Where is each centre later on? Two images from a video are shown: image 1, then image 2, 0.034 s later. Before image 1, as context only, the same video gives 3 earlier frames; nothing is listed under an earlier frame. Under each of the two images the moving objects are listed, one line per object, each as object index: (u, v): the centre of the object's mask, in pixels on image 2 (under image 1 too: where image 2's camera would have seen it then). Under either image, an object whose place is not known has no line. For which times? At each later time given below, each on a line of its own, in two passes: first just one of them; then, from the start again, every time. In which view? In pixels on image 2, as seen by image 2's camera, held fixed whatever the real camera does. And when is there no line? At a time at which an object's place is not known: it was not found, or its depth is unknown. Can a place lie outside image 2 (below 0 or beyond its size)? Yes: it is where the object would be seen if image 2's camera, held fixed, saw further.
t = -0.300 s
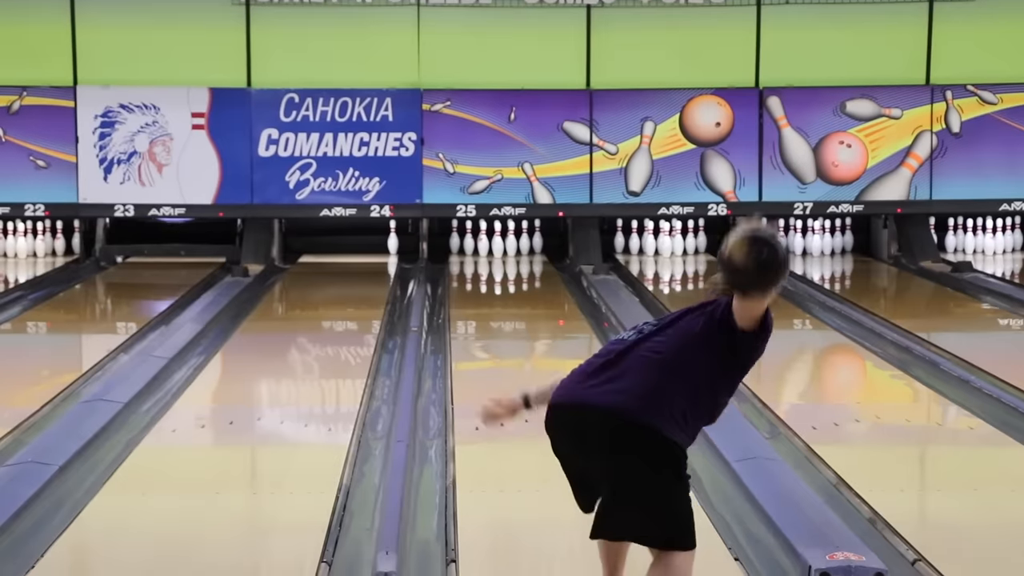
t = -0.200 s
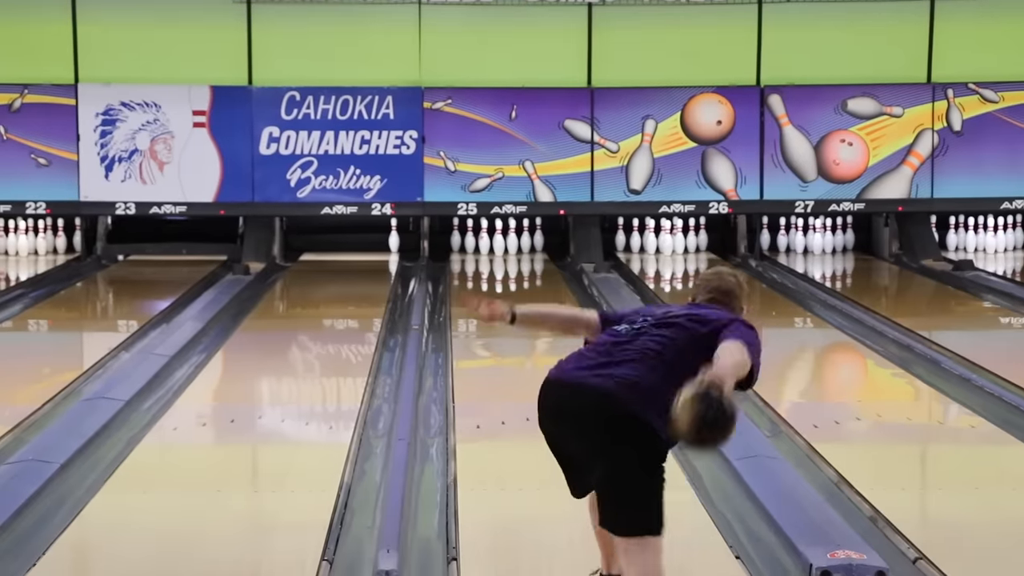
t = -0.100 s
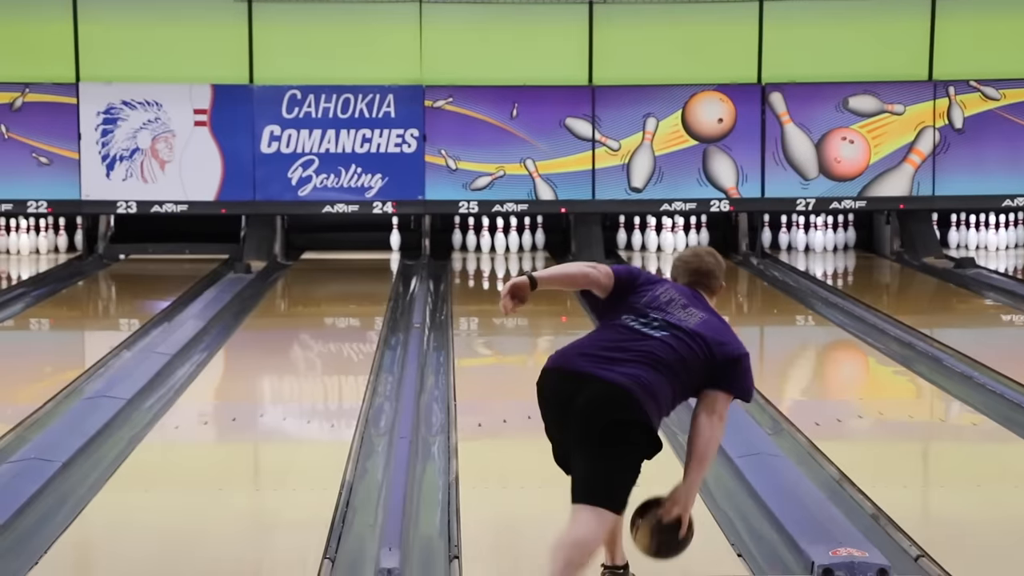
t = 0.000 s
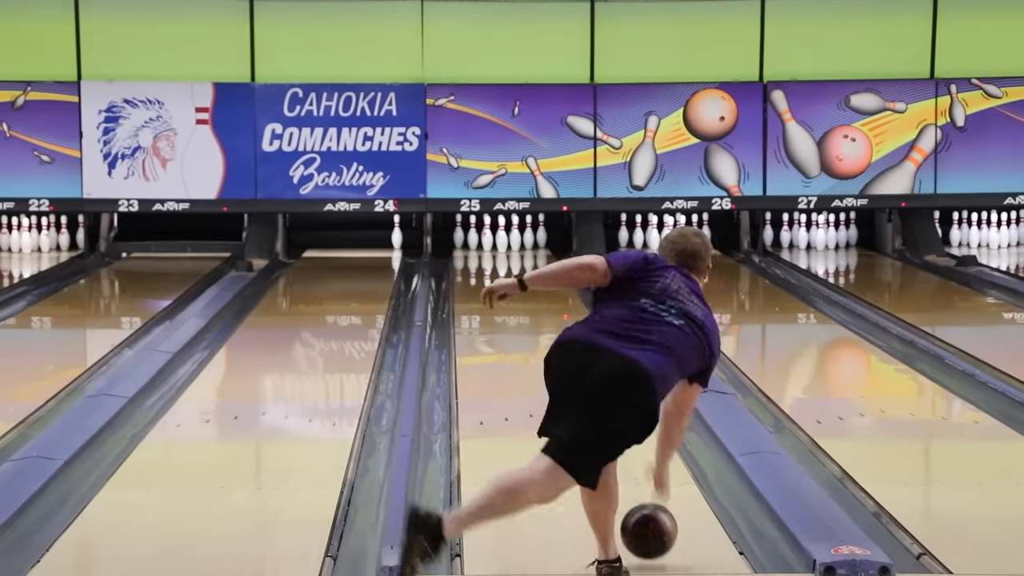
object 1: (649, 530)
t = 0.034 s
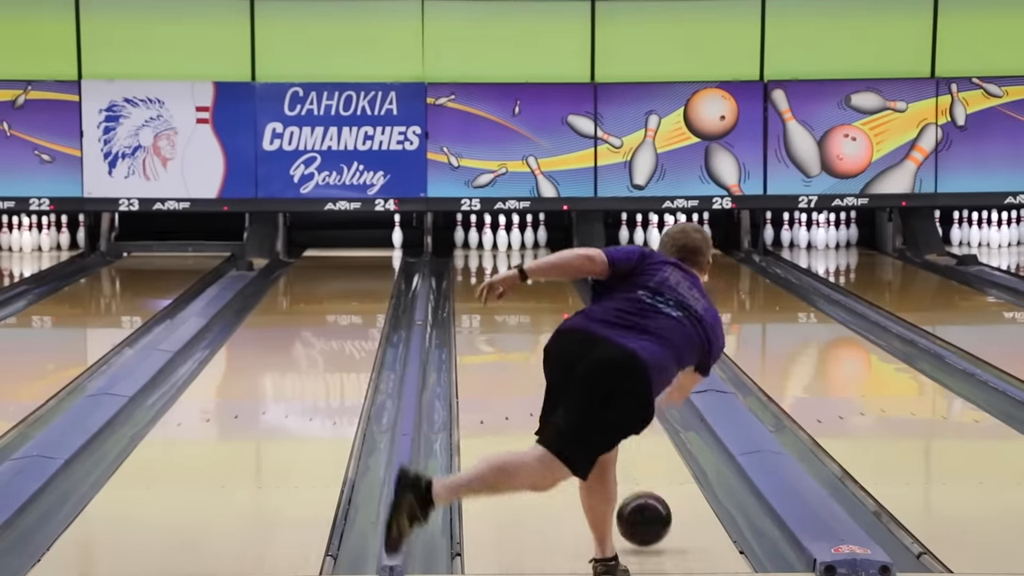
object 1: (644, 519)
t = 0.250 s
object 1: (623, 448)
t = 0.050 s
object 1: (641, 514)
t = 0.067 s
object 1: (639, 511)
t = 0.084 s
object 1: (637, 504)
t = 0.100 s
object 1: (636, 497)
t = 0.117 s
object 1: (634, 491)
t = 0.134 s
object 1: (632, 485)
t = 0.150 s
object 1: (630, 479)
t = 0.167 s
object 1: (629, 474)
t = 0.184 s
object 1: (627, 468)
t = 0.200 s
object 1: (625, 463)
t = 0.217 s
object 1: (624, 457)
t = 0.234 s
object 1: (624, 452)
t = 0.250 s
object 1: (623, 448)
